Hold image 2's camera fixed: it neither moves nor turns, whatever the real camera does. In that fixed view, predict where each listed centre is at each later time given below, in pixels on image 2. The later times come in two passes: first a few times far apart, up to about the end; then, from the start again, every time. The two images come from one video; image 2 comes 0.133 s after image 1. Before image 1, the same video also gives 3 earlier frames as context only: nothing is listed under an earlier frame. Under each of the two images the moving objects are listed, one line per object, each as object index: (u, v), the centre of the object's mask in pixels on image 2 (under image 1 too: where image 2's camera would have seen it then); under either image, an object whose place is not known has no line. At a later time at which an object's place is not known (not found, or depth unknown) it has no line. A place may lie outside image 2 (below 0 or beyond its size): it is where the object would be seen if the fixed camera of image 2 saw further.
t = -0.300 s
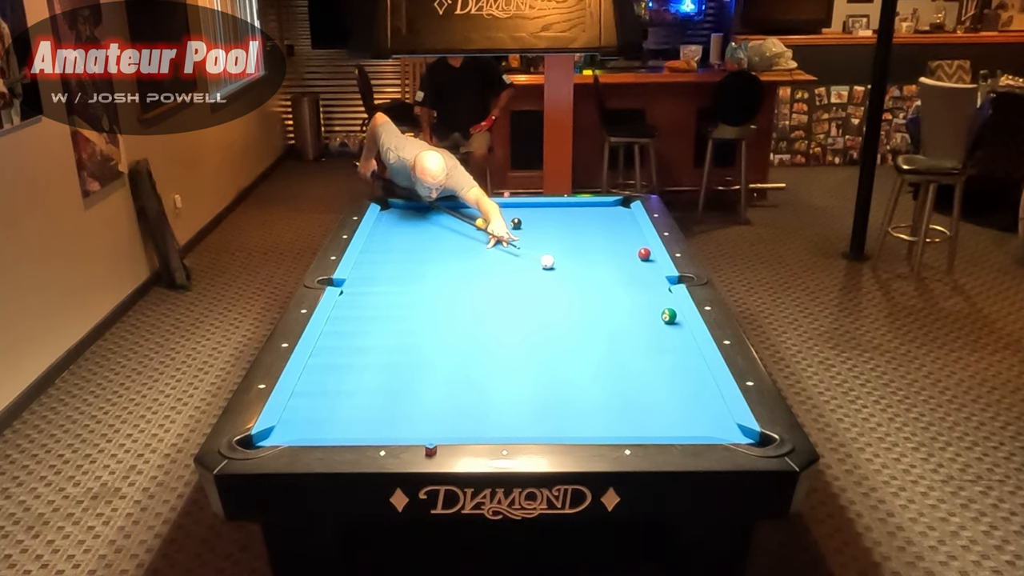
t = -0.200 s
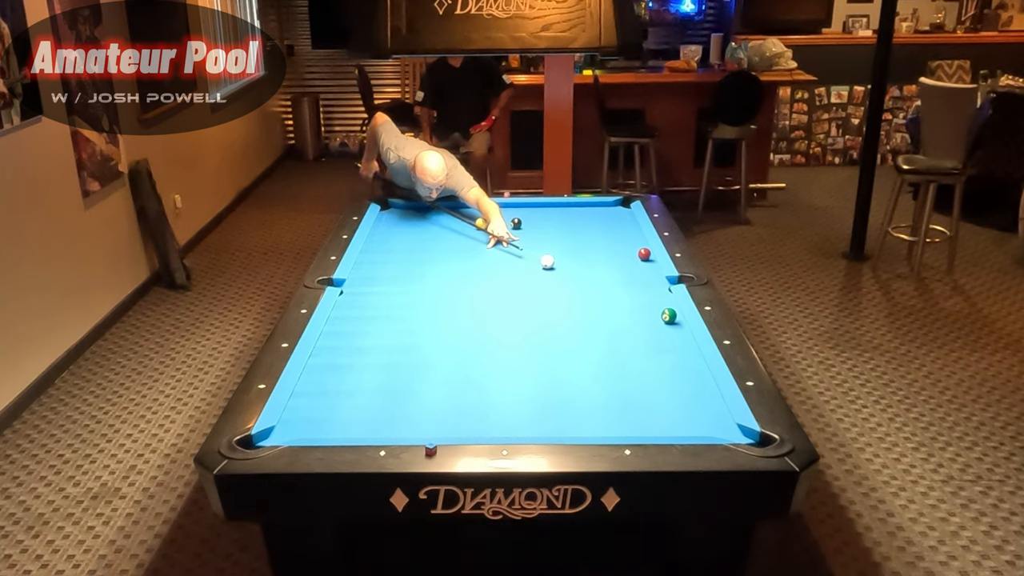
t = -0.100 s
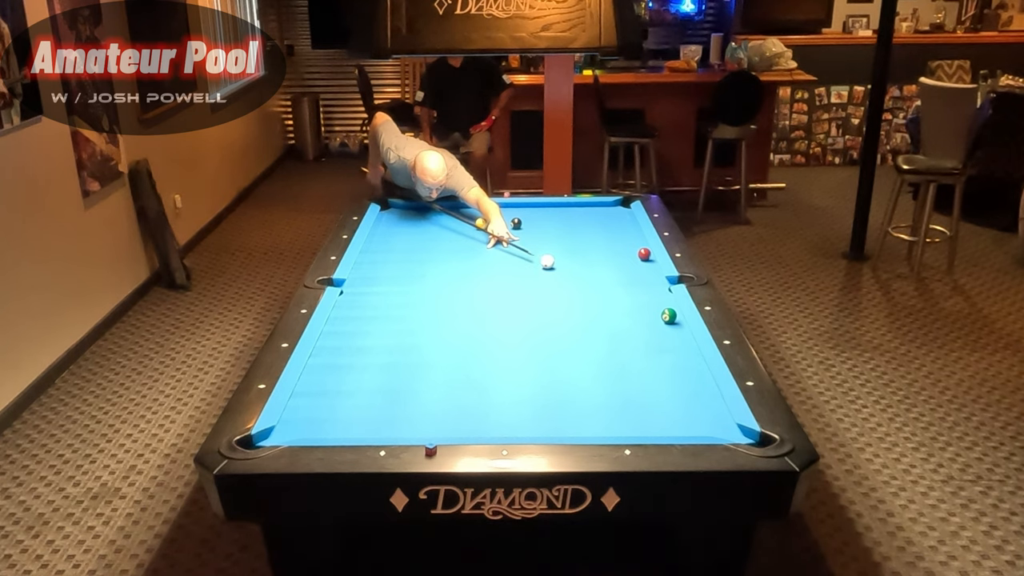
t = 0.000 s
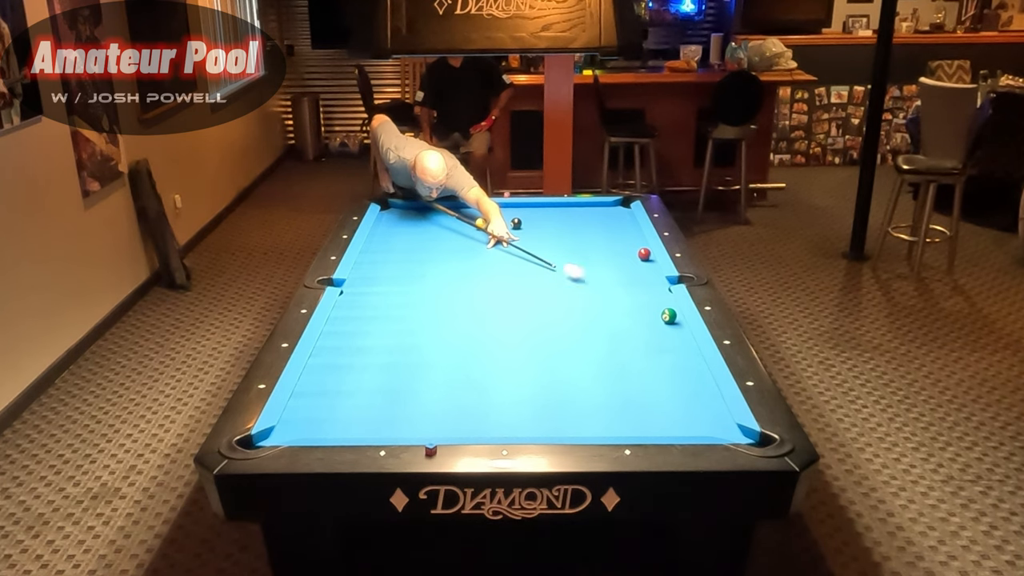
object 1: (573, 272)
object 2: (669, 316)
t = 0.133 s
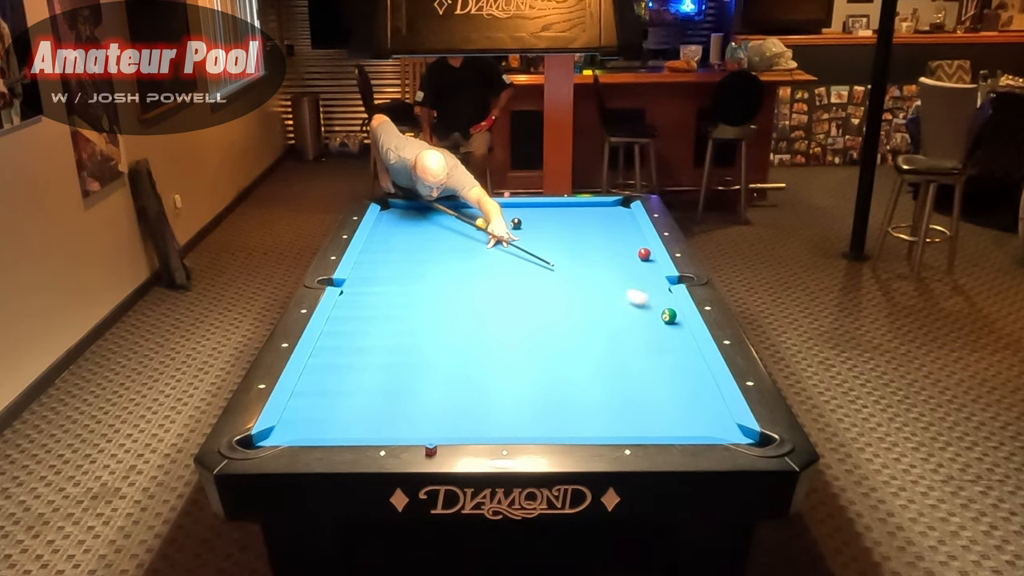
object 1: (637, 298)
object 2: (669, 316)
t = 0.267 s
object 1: (657, 308)
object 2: (676, 329)
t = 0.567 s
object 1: (593, 311)
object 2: (704, 381)
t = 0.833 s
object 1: (540, 315)
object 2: (723, 430)
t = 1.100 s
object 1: (489, 317)
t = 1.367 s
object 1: (438, 321)
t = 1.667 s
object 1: (382, 324)
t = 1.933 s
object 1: (334, 327)
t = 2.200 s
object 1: (358, 328)
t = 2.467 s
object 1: (384, 329)
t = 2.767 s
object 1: (412, 330)
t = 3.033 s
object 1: (436, 331)
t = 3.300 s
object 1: (458, 332)
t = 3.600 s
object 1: (481, 333)
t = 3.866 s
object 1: (499, 334)
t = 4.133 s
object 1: (517, 334)
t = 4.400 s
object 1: (532, 335)
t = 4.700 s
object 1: (548, 336)
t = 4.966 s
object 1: (559, 336)
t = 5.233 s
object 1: (570, 336)
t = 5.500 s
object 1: (578, 336)
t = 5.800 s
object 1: (585, 336)
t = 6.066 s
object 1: (591, 337)
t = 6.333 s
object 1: (594, 337)
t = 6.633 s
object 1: (595, 337)
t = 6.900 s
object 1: (595, 337)
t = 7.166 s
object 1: (595, 337)
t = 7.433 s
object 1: (595, 337)
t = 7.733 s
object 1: (595, 337)
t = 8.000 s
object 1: (595, 337)
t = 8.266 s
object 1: (595, 337)
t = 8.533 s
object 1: (595, 337)
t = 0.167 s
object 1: (652, 304)
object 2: (669, 316)
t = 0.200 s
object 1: (667, 306)
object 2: (669, 317)
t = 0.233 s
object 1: (666, 308)
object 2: (672, 322)
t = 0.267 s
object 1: (657, 308)
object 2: (676, 329)
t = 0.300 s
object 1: (649, 308)
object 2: (679, 336)
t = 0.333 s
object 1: (641, 308)
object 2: (683, 342)
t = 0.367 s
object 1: (634, 308)
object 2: (686, 348)
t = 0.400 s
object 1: (627, 309)
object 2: (689, 353)
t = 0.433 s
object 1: (621, 309)
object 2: (692, 359)
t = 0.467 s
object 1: (613, 310)
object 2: (695, 364)
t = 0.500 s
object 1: (607, 310)
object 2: (699, 370)
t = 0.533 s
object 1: (600, 310)
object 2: (701, 376)
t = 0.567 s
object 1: (593, 311)
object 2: (704, 381)
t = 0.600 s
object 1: (587, 311)
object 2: (707, 387)
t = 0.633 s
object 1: (580, 312)
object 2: (709, 393)
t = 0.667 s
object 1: (573, 312)
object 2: (711, 399)
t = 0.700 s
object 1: (567, 313)
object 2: (713, 405)
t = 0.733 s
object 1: (560, 314)
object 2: (715, 411)
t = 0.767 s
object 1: (553, 314)
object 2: (718, 418)
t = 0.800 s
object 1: (547, 315)
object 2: (721, 425)
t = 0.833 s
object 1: (540, 315)
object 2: (723, 430)
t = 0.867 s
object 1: (534, 315)
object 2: (726, 434)
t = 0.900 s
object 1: (527, 316)
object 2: (732, 435)
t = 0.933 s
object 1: (521, 316)
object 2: (741, 435)
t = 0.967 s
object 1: (515, 316)
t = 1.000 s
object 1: (508, 316)
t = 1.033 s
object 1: (501, 317)
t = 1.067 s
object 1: (495, 317)
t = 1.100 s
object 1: (489, 317)
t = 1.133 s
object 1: (482, 318)
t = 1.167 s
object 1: (476, 318)
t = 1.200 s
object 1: (469, 319)
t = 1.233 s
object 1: (463, 319)
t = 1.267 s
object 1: (456, 319)
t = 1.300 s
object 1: (450, 320)
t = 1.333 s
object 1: (444, 320)
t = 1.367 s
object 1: (438, 321)
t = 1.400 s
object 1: (432, 321)
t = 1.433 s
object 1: (425, 322)
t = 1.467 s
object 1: (419, 322)
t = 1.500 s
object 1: (413, 322)
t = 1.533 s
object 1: (406, 323)
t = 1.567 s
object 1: (400, 323)
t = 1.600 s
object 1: (394, 324)
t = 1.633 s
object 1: (388, 324)
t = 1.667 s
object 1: (382, 324)
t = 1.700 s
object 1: (376, 324)
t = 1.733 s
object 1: (370, 325)
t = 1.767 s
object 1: (364, 325)
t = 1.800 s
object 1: (358, 326)
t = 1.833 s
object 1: (352, 326)
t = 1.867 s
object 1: (346, 326)
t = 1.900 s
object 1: (340, 327)
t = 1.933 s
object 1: (334, 327)
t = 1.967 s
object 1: (333, 327)
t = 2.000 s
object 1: (337, 327)
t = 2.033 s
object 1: (340, 328)
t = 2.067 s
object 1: (344, 328)
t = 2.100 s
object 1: (347, 328)
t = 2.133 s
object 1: (351, 328)
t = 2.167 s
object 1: (355, 328)
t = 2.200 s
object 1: (358, 328)
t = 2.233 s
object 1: (361, 328)
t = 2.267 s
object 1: (365, 329)
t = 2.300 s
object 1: (368, 329)
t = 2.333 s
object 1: (371, 329)
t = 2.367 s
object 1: (375, 329)
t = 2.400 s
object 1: (378, 329)
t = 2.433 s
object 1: (381, 329)
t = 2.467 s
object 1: (384, 329)
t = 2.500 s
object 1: (388, 329)
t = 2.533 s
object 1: (391, 330)
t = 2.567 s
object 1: (394, 330)
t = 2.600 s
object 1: (397, 330)
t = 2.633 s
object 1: (400, 330)
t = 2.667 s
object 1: (403, 330)
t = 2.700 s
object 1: (406, 330)
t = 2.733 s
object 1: (410, 330)
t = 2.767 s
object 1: (412, 330)
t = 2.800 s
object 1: (416, 330)
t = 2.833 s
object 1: (418, 330)
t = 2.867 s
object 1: (421, 331)
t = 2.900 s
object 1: (424, 331)
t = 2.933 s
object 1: (427, 331)
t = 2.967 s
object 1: (430, 331)
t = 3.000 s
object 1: (433, 331)
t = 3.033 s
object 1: (436, 331)
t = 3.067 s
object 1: (439, 331)
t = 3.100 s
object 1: (442, 332)
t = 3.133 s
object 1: (444, 332)
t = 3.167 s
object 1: (447, 332)
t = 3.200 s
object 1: (450, 332)
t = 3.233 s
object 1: (452, 332)
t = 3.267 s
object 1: (455, 332)
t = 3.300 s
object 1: (458, 332)
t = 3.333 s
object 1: (461, 332)
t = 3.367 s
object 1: (463, 333)
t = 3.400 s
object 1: (466, 333)
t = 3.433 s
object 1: (468, 333)
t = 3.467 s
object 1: (471, 333)
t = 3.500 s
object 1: (473, 333)
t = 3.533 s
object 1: (476, 333)
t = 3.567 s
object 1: (478, 333)
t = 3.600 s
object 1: (481, 333)
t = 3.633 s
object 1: (483, 333)
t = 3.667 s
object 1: (486, 333)
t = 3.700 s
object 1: (488, 333)
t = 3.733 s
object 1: (491, 334)
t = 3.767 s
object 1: (493, 334)
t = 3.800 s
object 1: (495, 334)
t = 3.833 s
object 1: (497, 334)
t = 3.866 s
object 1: (499, 334)
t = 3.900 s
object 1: (502, 334)
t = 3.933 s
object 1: (504, 334)
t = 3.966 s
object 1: (506, 334)
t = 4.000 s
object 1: (508, 334)
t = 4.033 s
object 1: (510, 334)
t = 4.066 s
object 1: (512, 334)
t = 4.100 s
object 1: (515, 334)
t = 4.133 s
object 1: (517, 334)
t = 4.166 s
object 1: (519, 335)
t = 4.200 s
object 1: (521, 335)
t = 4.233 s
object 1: (522, 335)
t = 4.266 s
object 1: (524, 335)
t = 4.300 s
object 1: (526, 335)
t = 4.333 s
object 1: (528, 335)
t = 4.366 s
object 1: (530, 335)
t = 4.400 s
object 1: (532, 335)
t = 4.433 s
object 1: (534, 335)
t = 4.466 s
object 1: (536, 335)
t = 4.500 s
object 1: (537, 335)
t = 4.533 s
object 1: (539, 335)
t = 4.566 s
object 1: (541, 336)
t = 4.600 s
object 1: (543, 336)
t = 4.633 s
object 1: (544, 336)
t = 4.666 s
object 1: (546, 335)
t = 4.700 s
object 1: (548, 336)
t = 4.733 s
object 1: (549, 336)
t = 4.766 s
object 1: (551, 336)
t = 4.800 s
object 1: (552, 335)
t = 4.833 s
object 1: (554, 335)
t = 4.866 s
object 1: (555, 336)
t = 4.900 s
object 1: (557, 336)
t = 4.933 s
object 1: (558, 336)
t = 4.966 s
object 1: (559, 336)
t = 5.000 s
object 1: (561, 336)
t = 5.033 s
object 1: (562, 336)
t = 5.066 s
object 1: (564, 336)
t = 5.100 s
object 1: (565, 336)
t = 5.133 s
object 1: (566, 336)
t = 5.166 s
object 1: (567, 336)
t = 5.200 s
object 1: (568, 336)
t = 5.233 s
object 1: (570, 336)
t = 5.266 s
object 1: (571, 336)
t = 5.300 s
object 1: (572, 336)
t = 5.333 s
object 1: (573, 336)
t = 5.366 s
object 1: (574, 336)
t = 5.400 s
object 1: (575, 336)
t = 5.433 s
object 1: (576, 336)
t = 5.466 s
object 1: (577, 336)
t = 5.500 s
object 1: (578, 336)
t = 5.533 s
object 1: (579, 337)
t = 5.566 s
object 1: (580, 337)
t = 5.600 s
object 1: (581, 336)
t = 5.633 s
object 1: (581, 336)
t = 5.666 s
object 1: (582, 336)
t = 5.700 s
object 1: (583, 336)
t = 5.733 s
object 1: (584, 336)
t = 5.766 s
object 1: (585, 336)
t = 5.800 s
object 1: (585, 336)
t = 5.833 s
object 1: (586, 336)
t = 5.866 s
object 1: (587, 336)
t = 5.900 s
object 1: (588, 336)
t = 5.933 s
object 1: (588, 336)
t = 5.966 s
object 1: (589, 336)
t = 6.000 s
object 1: (589, 336)
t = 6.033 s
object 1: (590, 336)
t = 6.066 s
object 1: (591, 337)
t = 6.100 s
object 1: (591, 337)
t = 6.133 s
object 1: (592, 337)
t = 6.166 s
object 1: (592, 337)
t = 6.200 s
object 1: (593, 337)
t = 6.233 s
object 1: (593, 337)
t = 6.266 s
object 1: (593, 337)
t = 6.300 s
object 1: (594, 337)
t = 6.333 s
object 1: (594, 337)
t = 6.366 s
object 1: (594, 337)
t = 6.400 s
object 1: (595, 337)
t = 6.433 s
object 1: (595, 337)
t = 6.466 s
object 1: (595, 337)
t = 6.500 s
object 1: (595, 337)
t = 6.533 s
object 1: (595, 337)
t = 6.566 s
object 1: (595, 337)
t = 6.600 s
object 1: (595, 337)
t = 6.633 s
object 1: (595, 337)
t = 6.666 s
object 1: (595, 336)
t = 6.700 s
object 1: (595, 336)
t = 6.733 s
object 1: (595, 337)
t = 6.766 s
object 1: (596, 337)
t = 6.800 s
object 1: (595, 337)
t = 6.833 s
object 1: (595, 337)
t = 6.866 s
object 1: (595, 337)
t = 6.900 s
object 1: (595, 337)
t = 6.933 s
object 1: (595, 337)
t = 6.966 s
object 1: (595, 337)
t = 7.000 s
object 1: (595, 337)
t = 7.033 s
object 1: (595, 337)
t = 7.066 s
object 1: (595, 337)
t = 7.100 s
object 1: (595, 337)
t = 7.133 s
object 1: (595, 337)
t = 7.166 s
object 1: (595, 337)
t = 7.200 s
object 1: (595, 337)
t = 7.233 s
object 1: (595, 337)
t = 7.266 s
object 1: (595, 337)
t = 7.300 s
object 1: (595, 337)
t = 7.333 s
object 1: (595, 337)
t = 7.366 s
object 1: (595, 337)
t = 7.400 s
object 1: (595, 337)
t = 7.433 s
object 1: (595, 337)
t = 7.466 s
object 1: (595, 337)
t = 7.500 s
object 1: (595, 337)
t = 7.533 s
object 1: (595, 337)
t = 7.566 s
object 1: (595, 337)
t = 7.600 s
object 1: (595, 337)
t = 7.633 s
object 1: (595, 337)
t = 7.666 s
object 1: (595, 337)
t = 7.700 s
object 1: (595, 337)
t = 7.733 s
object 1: (595, 337)
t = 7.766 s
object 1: (595, 337)
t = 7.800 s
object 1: (595, 337)
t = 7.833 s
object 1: (595, 337)
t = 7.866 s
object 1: (595, 337)
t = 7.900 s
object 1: (595, 337)
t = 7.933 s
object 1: (595, 337)
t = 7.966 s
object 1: (595, 337)
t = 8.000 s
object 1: (595, 337)
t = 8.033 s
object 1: (595, 337)
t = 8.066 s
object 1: (595, 337)
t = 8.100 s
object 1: (595, 337)
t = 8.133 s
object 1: (595, 337)
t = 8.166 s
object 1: (595, 337)
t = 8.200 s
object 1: (595, 337)
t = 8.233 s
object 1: (595, 337)
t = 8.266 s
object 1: (595, 337)
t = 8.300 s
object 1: (595, 337)
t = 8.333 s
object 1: (595, 337)
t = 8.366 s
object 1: (595, 337)
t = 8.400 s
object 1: (595, 337)
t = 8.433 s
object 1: (595, 337)
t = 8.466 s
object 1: (595, 337)
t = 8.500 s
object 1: (595, 337)
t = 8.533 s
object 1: (595, 337)
